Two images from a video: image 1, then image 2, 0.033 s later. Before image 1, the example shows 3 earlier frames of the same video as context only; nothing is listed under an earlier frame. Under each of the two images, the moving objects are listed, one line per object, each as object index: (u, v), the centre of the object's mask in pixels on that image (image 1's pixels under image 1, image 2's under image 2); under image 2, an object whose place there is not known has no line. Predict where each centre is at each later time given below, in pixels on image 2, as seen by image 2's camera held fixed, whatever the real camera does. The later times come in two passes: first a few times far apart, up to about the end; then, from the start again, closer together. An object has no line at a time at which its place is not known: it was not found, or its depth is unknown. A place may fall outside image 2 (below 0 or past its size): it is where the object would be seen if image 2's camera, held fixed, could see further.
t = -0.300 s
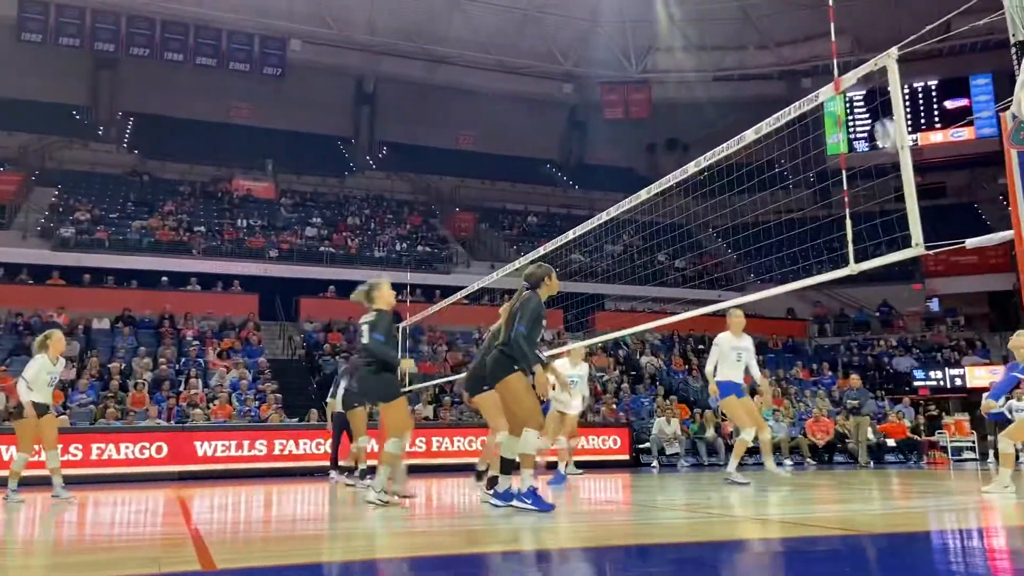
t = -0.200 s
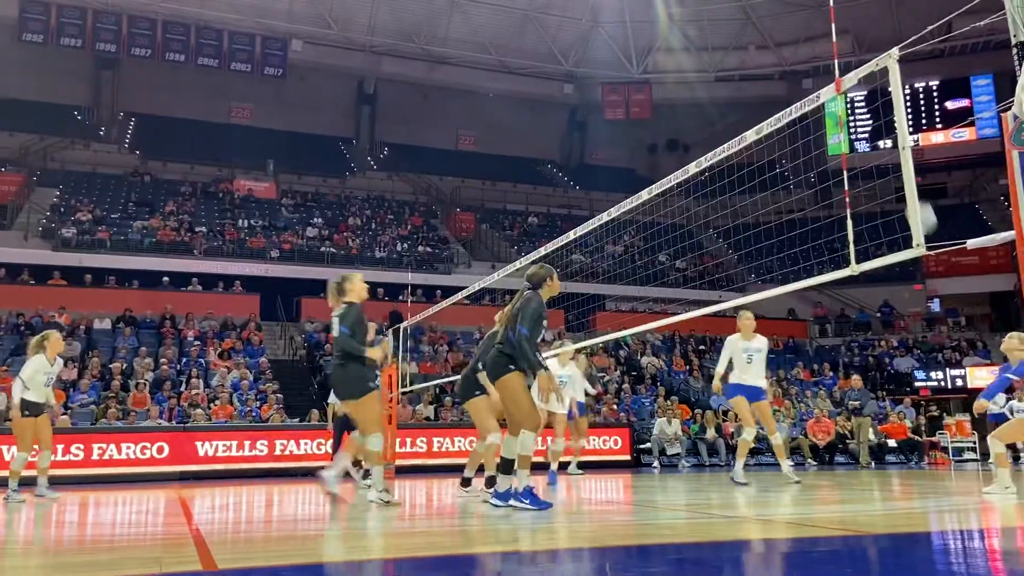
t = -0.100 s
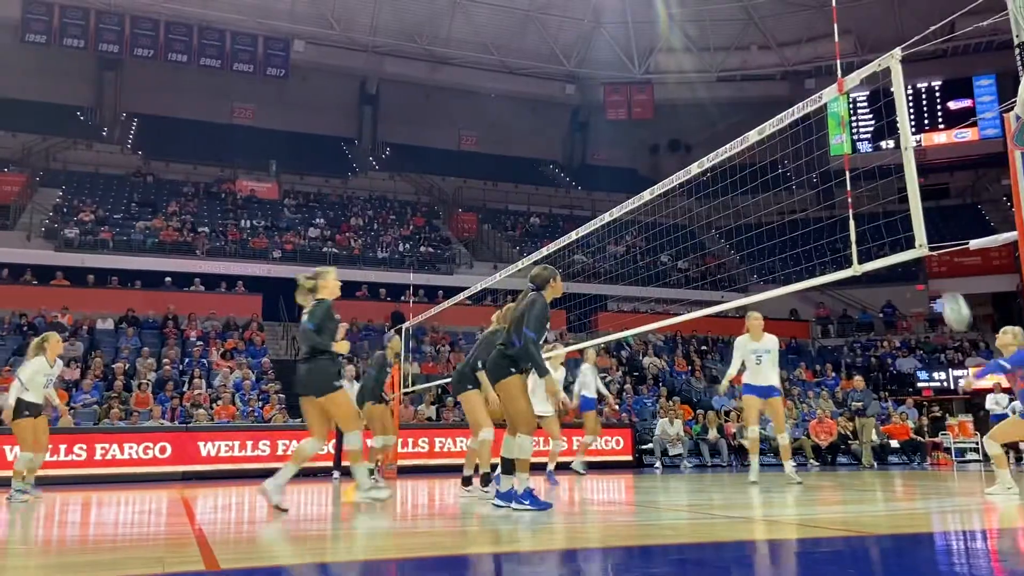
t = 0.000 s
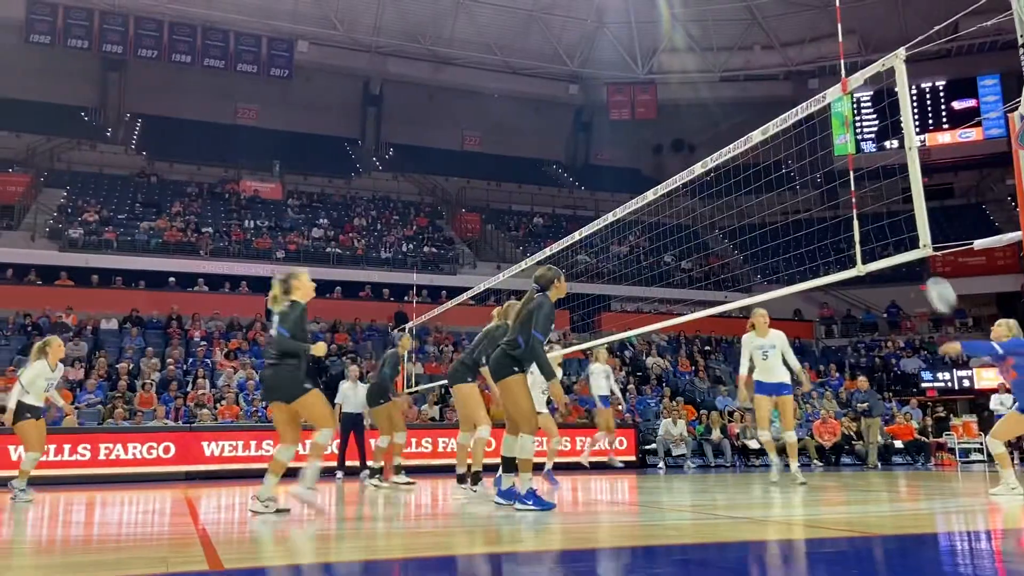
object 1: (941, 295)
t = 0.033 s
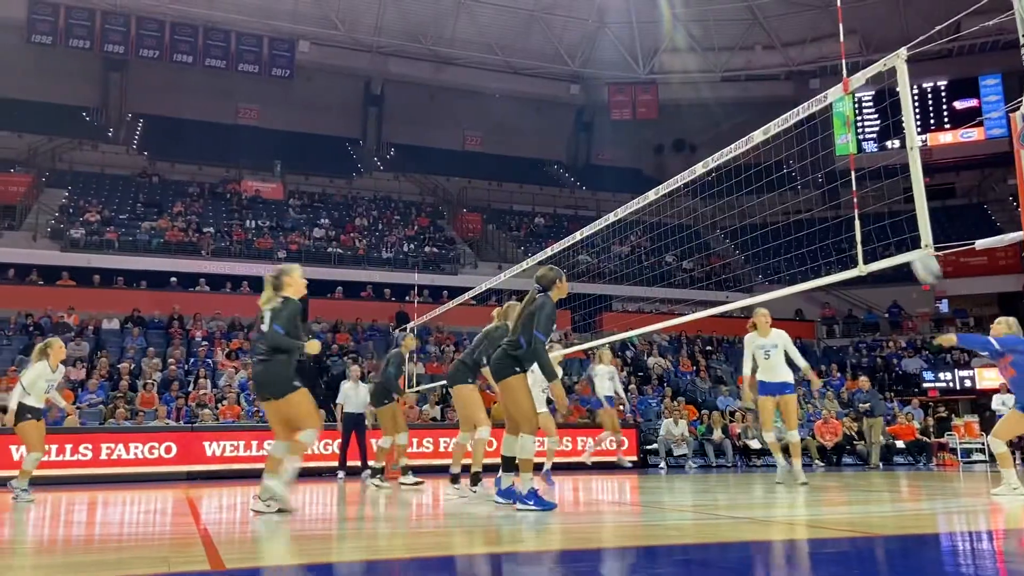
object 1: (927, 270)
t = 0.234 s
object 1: (834, 137)
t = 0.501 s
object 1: (745, 55)
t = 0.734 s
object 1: (680, 41)
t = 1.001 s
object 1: (613, 83)
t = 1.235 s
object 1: (562, 163)
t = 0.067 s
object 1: (907, 238)
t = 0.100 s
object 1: (893, 216)
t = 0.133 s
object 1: (878, 194)
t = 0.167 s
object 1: (865, 174)
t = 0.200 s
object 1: (852, 158)
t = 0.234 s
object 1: (834, 137)
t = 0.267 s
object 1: (824, 123)
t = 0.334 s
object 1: (799, 95)
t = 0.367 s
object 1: (788, 86)
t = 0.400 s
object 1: (776, 76)
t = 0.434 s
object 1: (766, 68)
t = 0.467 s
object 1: (755, 61)
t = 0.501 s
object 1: (745, 55)
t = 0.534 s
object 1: (735, 49)
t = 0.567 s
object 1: (725, 46)
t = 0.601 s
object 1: (715, 43)
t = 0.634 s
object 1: (706, 41)
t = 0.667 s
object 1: (697, 40)
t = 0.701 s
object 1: (688, 40)
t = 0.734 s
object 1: (680, 41)
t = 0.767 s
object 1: (670, 43)
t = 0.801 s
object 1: (662, 46)
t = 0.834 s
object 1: (654, 50)
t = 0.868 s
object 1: (646, 56)
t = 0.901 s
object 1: (637, 61)
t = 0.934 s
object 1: (629, 67)
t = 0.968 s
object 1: (622, 75)
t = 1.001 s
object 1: (613, 83)
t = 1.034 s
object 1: (606, 92)
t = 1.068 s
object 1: (598, 102)
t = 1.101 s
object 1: (591, 113)
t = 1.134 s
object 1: (584, 124)
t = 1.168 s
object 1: (576, 136)
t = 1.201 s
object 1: (569, 149)
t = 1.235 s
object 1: (562, 163)
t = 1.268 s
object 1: (555, 177)
